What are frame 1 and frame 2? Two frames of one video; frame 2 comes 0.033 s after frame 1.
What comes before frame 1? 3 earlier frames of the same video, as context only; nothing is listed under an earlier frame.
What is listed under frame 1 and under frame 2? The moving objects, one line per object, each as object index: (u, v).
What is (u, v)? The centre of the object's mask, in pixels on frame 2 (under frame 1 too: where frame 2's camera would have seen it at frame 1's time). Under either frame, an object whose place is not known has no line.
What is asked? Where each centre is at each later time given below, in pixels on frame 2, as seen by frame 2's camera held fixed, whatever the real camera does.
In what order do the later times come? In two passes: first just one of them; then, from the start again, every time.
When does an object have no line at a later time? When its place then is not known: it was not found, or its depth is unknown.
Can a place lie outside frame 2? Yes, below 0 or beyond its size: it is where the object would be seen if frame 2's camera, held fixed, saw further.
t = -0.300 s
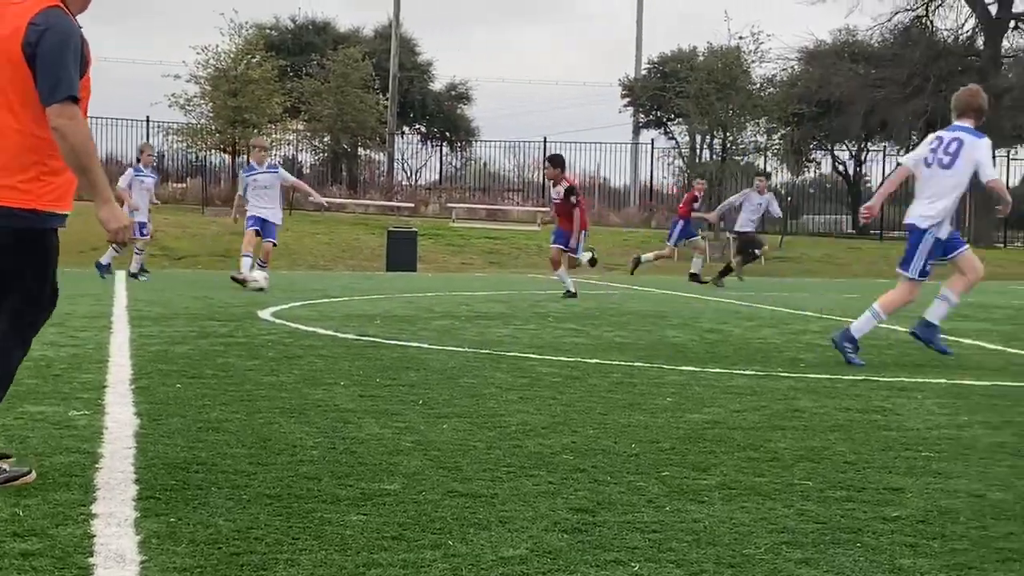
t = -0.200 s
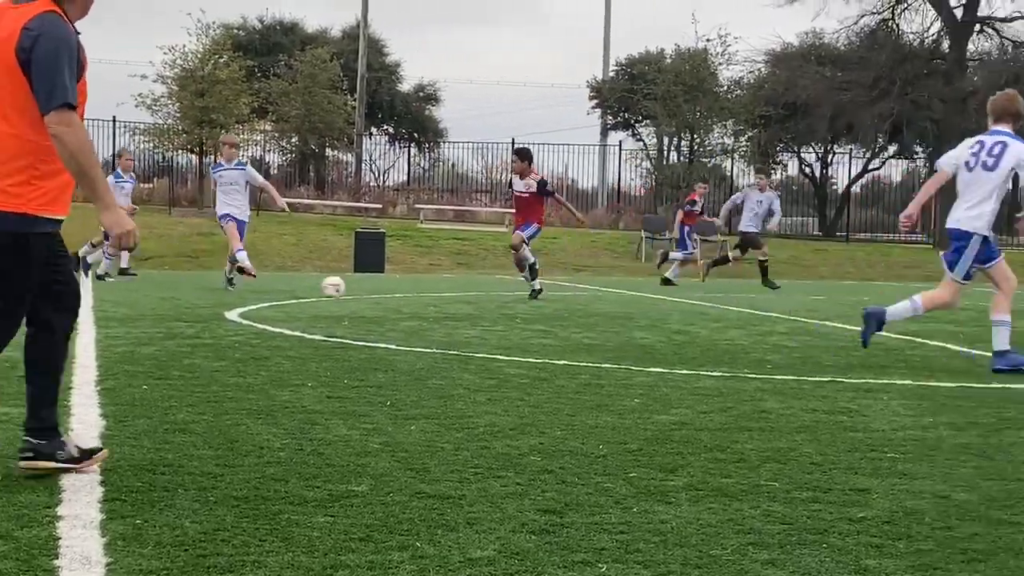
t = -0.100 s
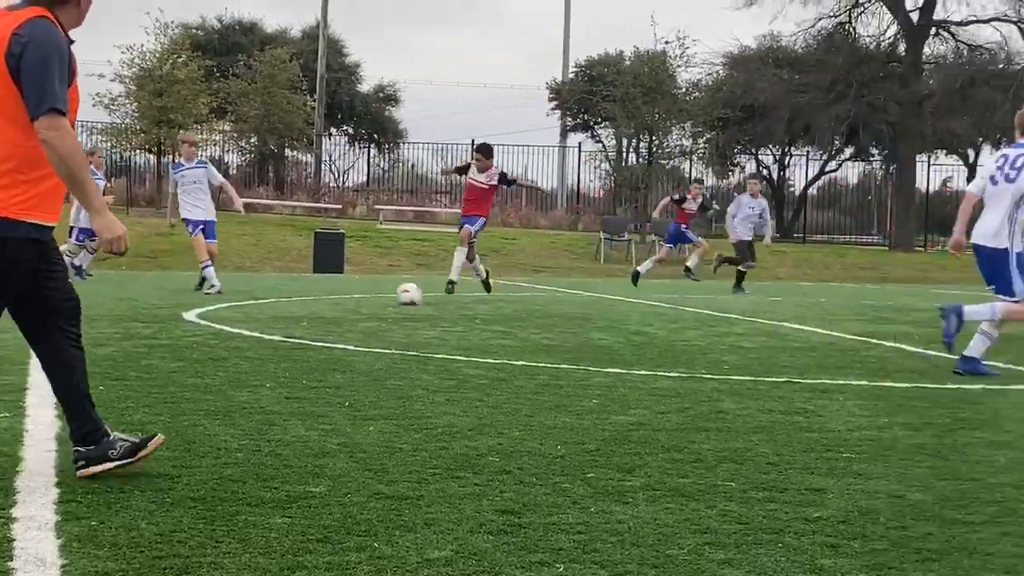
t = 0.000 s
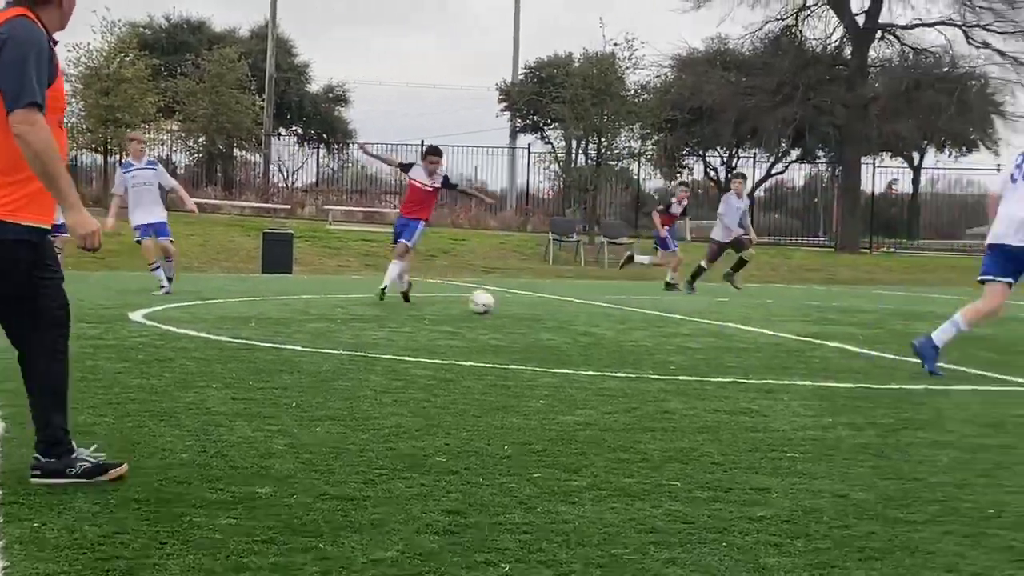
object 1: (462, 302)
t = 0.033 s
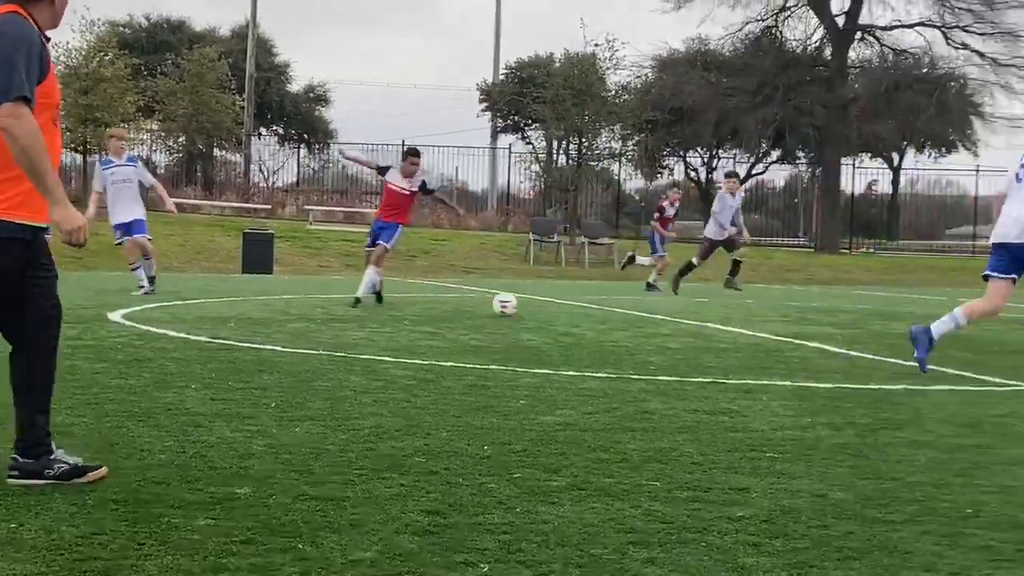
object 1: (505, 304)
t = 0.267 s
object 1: (829, 316)
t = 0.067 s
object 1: (548, 306)
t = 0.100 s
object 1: (592, 308)
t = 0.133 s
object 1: (637, 309)
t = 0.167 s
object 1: (684, 314)
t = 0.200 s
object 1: (732, 316)
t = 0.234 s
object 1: (779, 315)
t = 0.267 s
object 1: (829, 316)
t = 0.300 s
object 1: (880, 318)
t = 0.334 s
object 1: (934, 323)
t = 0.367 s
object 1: (990, 328)
